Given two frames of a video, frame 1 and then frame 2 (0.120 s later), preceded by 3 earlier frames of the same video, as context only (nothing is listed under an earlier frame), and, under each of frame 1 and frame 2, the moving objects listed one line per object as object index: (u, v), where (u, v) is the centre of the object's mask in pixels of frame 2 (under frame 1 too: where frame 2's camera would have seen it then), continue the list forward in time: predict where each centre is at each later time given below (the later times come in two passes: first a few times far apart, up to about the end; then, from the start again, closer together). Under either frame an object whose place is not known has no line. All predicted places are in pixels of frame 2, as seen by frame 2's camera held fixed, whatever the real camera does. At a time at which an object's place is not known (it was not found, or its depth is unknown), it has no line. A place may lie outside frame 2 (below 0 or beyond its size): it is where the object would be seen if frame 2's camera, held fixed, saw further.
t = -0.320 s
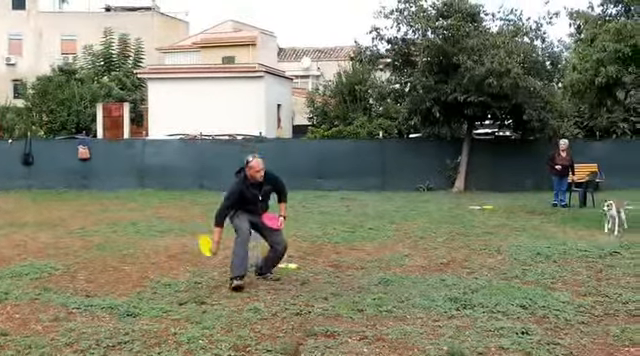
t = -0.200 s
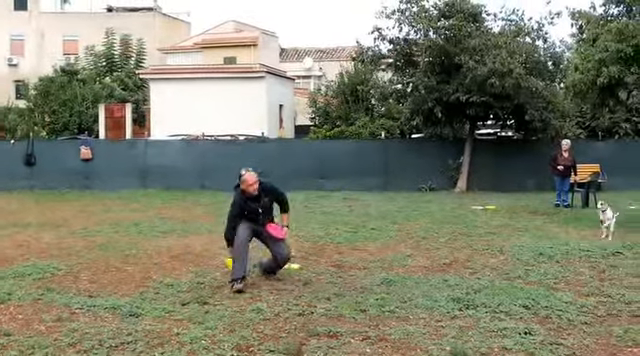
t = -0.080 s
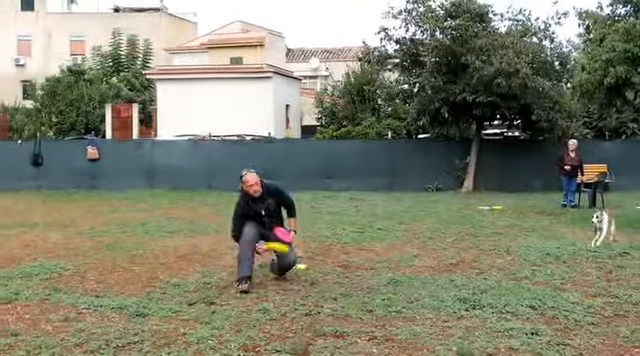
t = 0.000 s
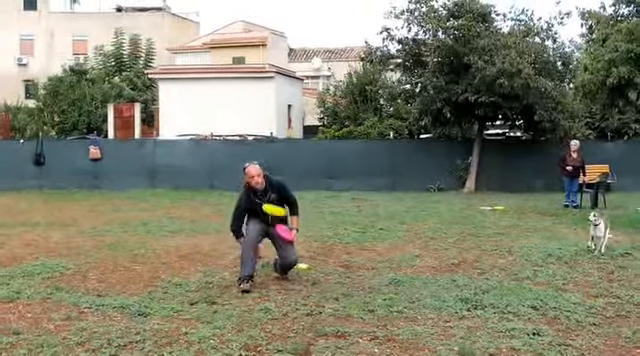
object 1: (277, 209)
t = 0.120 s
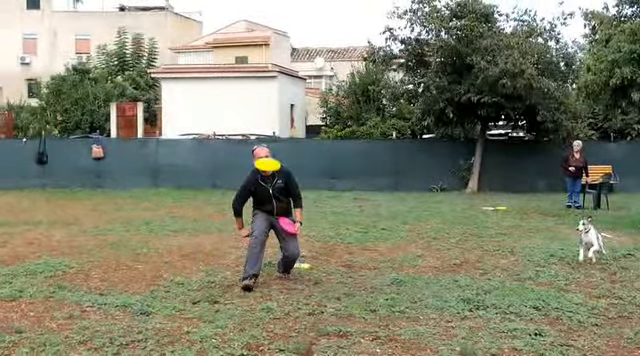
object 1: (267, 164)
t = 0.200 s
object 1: (261, 141)
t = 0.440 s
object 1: (237, 99)
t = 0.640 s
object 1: (217, 100)
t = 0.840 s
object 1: (200, 137)
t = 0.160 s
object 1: (263, 152)
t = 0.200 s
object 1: (261, 141)
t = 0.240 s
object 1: (257, 131)
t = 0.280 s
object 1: (252, 122)
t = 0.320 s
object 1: (250, 115)
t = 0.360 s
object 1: (246, 109)
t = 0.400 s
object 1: (242, 104)
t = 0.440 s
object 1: (237, 99)
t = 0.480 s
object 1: (233, 97)
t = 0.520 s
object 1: (229, 96)
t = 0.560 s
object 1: (225, 97)
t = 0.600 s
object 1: (220, 97)
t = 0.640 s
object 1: (217, 100)
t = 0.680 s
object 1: (213, 104)
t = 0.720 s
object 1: (209, 110)
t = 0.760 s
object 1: (206, 117)
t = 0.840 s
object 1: (200, 137)
